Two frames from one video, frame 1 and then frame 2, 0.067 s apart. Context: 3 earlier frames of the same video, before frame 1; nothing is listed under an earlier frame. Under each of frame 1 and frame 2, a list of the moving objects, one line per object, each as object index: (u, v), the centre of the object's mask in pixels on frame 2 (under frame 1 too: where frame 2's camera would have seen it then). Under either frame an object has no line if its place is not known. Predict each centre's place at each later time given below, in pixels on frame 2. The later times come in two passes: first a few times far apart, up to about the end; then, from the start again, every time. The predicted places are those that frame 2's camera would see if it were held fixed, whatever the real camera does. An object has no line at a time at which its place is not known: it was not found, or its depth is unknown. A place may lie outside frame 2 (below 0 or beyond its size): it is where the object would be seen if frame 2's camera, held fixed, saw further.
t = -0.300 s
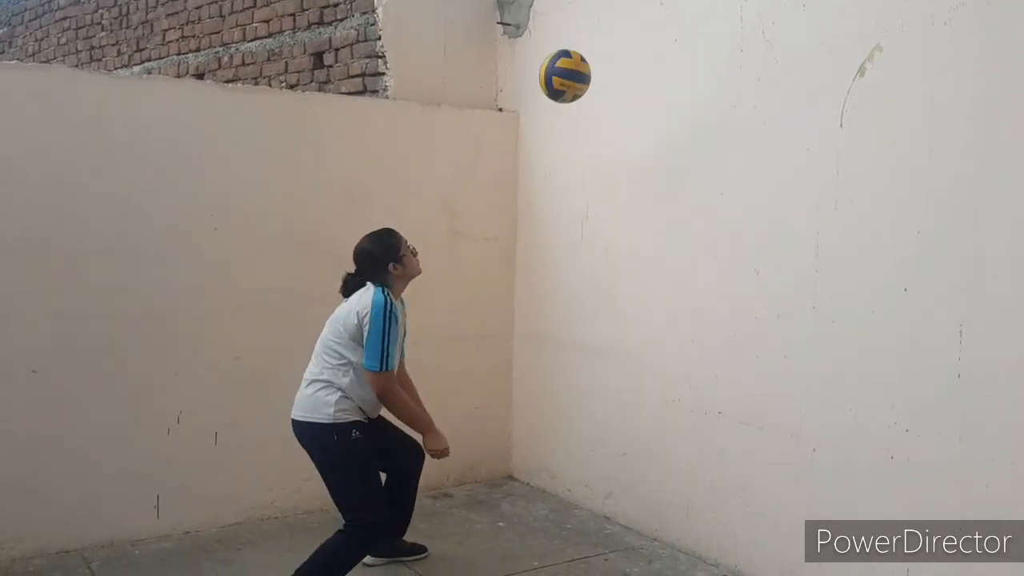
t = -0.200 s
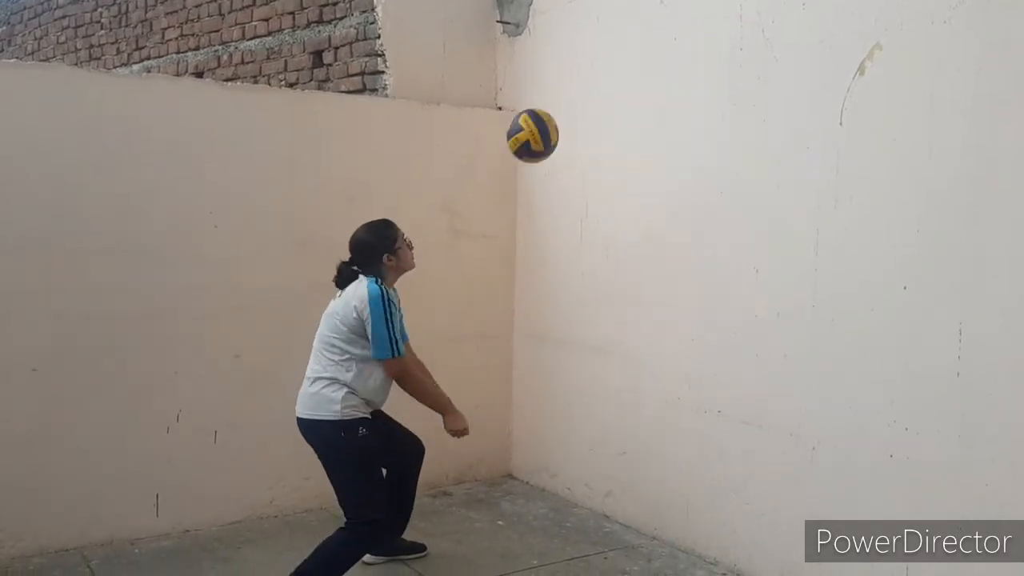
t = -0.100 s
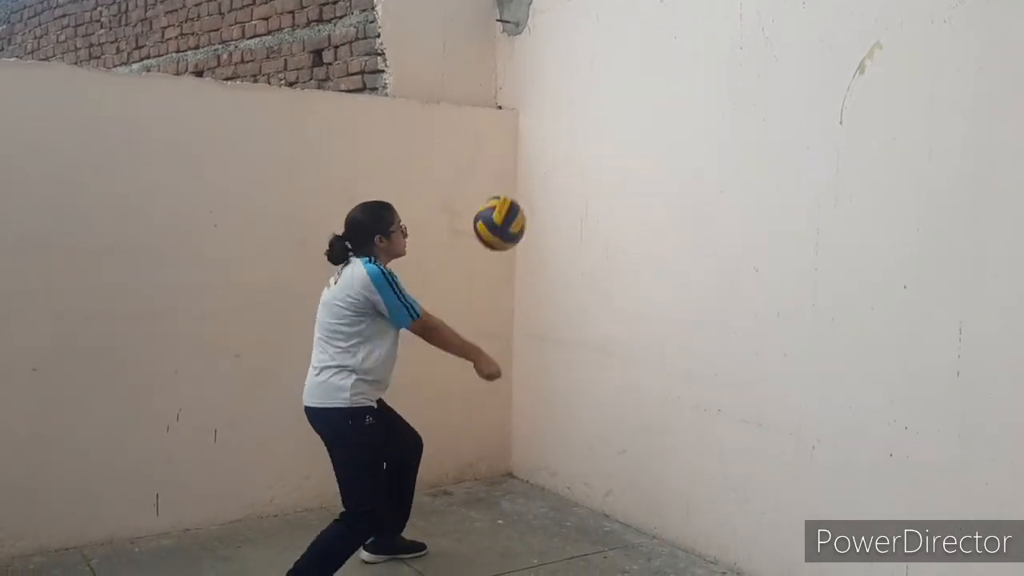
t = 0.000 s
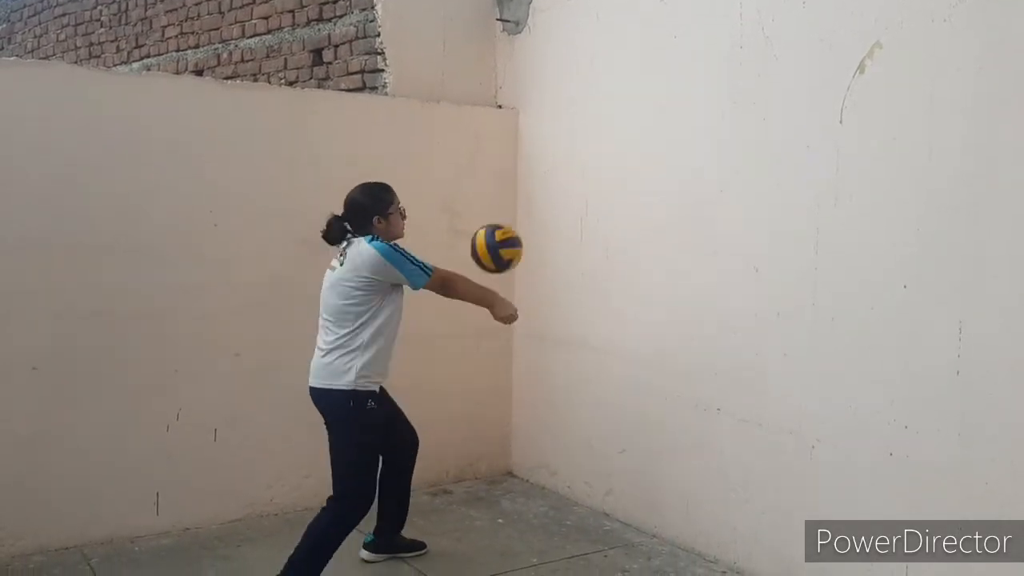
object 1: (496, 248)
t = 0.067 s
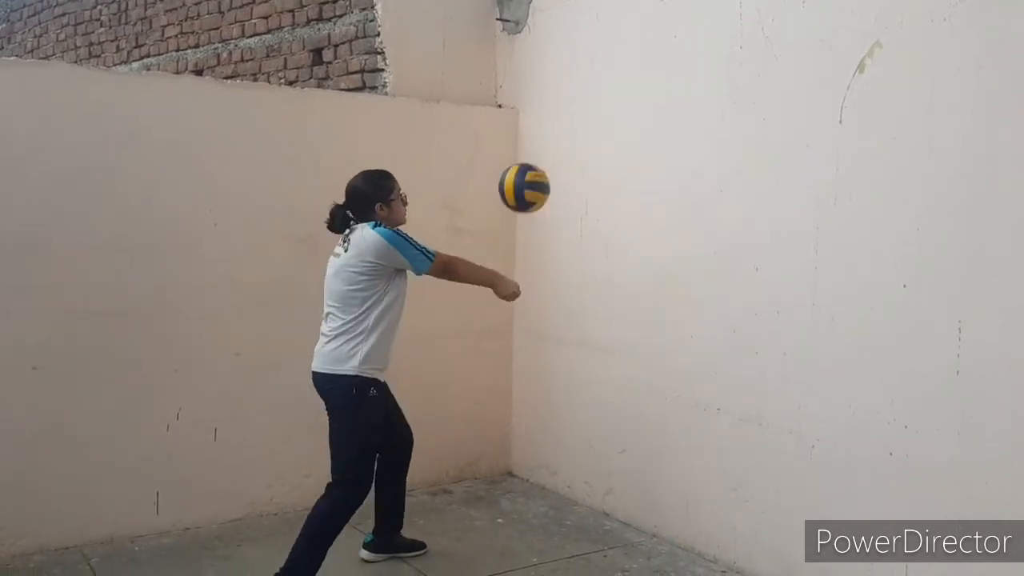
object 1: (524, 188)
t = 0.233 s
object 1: (590, 88)
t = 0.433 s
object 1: (625, 53)
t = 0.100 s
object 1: (538, 162)
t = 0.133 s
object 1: (551, 139)
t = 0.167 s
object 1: (564, 119)
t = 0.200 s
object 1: (577, 102)
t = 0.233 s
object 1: (590, 88)
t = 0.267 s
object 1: (602, 76)
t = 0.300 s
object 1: (614, 67)
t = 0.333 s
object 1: (626, 61)
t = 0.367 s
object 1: (639, 58)
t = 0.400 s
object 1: (633, 55)
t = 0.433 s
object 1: (625, 53)
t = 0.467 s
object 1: (617, 54)
